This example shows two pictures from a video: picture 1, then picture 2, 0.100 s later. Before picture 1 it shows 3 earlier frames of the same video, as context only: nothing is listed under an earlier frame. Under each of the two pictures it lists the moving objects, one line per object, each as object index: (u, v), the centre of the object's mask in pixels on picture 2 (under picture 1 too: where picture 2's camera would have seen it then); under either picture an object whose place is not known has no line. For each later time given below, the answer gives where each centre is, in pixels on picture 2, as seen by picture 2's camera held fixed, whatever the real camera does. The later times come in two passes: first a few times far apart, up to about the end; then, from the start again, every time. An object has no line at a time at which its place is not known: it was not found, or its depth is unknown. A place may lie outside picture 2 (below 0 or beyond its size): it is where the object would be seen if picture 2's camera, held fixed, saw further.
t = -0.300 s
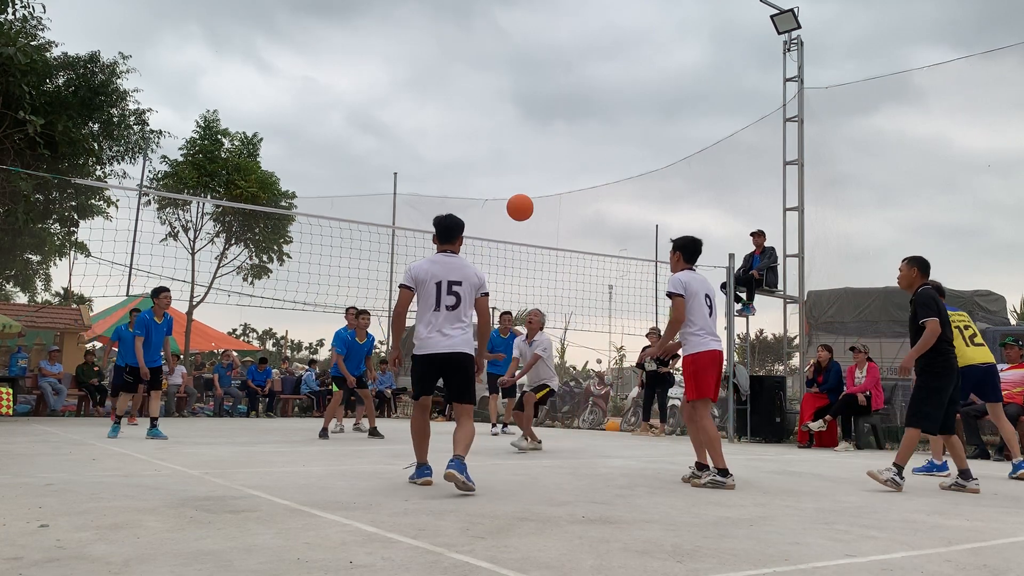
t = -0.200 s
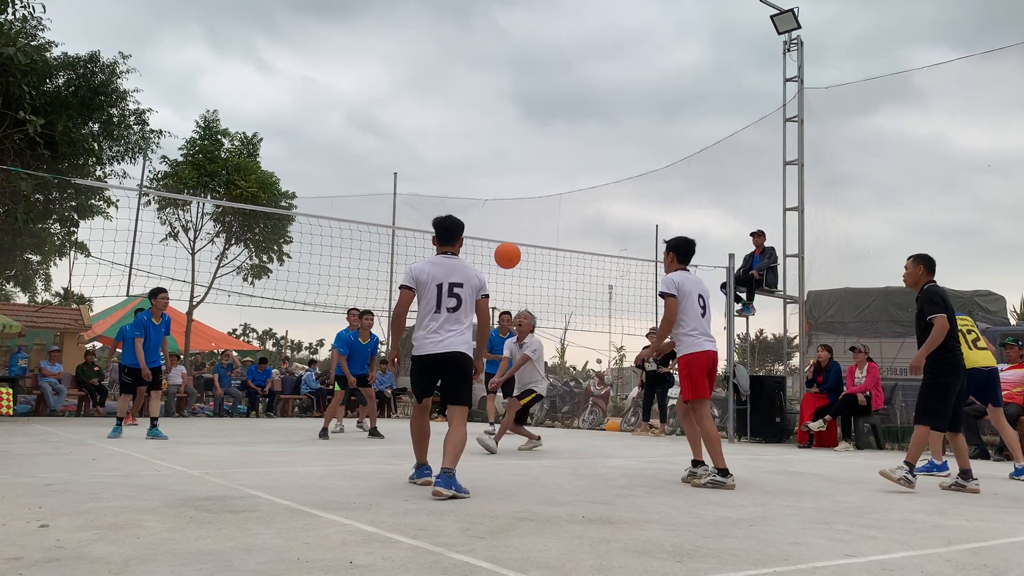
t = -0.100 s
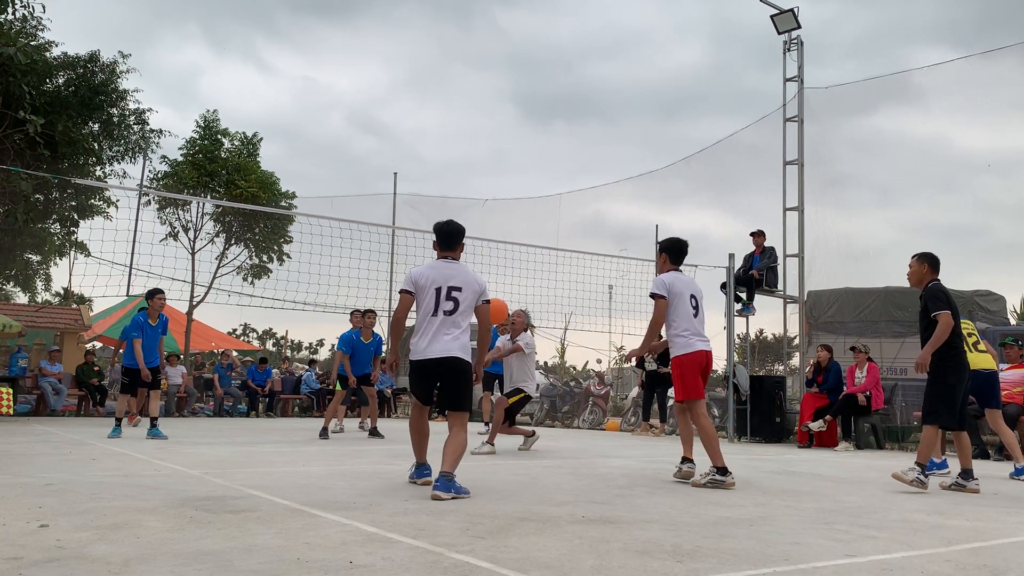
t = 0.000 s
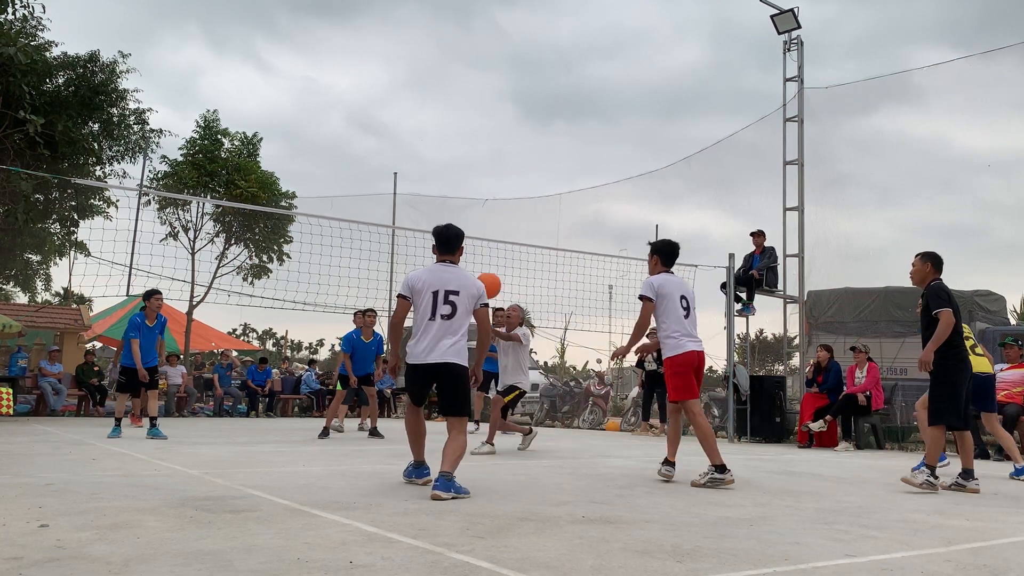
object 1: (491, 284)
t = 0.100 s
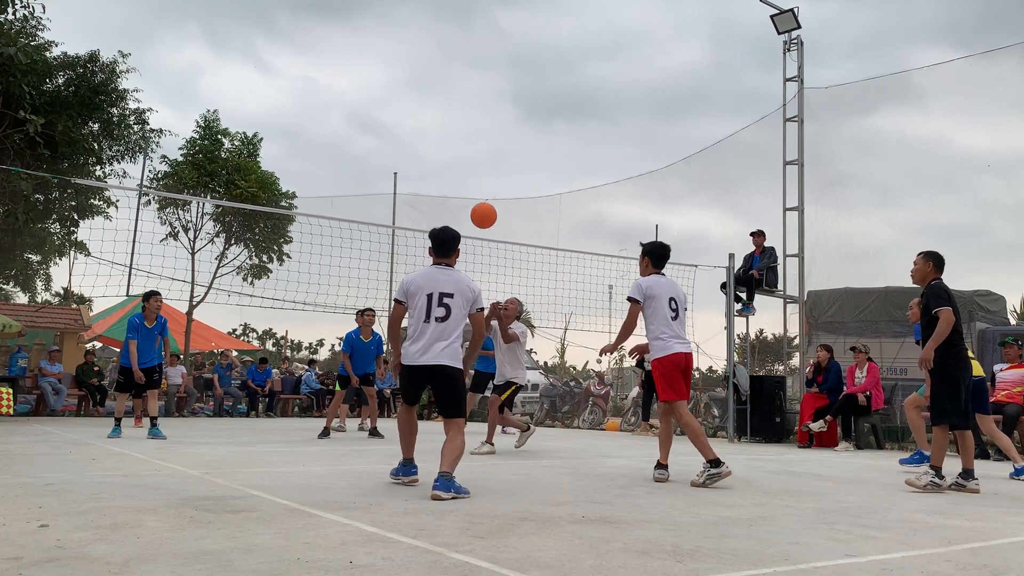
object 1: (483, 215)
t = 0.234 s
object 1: (480, 140)
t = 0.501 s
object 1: (473, 46)
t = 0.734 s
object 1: (467, 26)
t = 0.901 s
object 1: (461, 48)
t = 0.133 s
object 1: (482, 195)
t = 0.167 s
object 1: (481, 175)
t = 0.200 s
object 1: (480, 157)
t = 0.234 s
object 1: (480, 140)
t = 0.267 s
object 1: (479, 124)
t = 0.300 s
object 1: (478, 110)
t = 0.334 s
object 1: (478, 96)
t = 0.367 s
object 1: (477, 84)
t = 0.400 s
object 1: (476, 72)
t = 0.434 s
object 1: (475, 62)
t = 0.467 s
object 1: (474, 53)
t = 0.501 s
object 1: (473, 46)
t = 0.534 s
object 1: (473, 39)
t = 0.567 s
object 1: (472, 34)
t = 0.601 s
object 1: (471, 30)
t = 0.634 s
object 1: (470, 27)
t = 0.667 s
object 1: (469, 26)
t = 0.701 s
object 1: (468, 25)
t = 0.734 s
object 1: (467, 26)
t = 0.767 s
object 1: (466, 28)
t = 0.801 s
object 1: (465, 31)
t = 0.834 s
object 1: (463, 36)
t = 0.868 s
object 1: (462, 41)
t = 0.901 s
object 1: (461, 48)
